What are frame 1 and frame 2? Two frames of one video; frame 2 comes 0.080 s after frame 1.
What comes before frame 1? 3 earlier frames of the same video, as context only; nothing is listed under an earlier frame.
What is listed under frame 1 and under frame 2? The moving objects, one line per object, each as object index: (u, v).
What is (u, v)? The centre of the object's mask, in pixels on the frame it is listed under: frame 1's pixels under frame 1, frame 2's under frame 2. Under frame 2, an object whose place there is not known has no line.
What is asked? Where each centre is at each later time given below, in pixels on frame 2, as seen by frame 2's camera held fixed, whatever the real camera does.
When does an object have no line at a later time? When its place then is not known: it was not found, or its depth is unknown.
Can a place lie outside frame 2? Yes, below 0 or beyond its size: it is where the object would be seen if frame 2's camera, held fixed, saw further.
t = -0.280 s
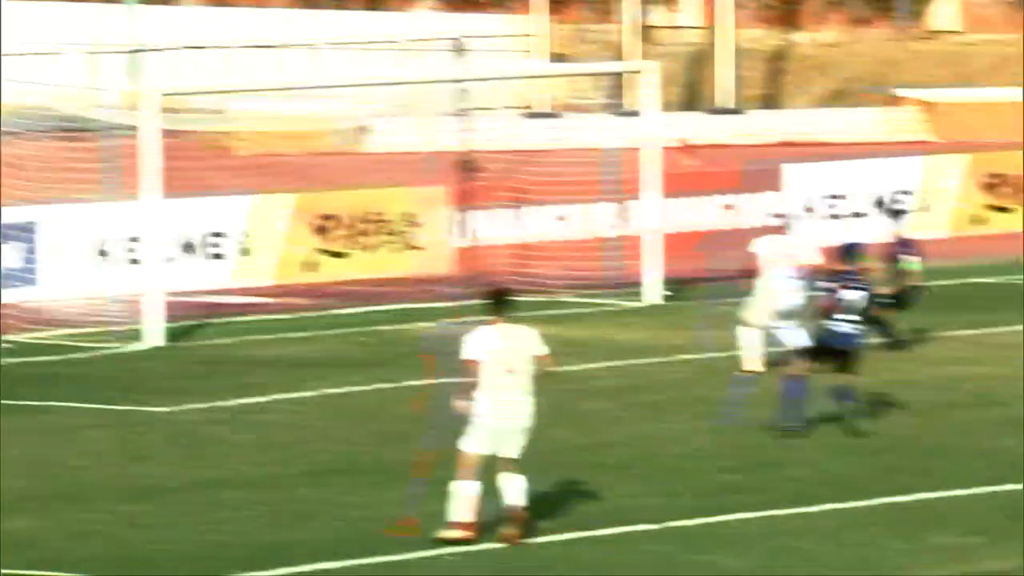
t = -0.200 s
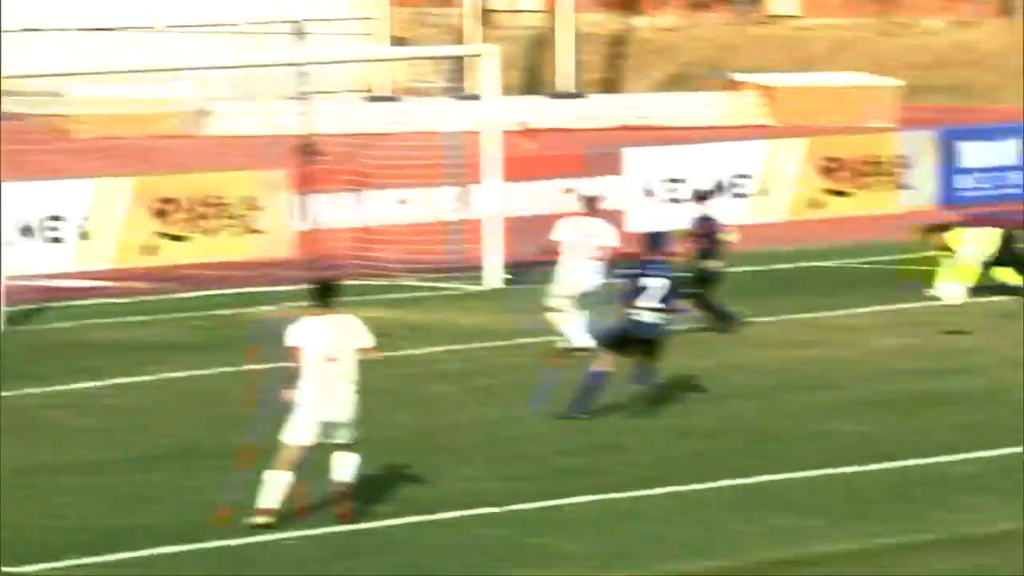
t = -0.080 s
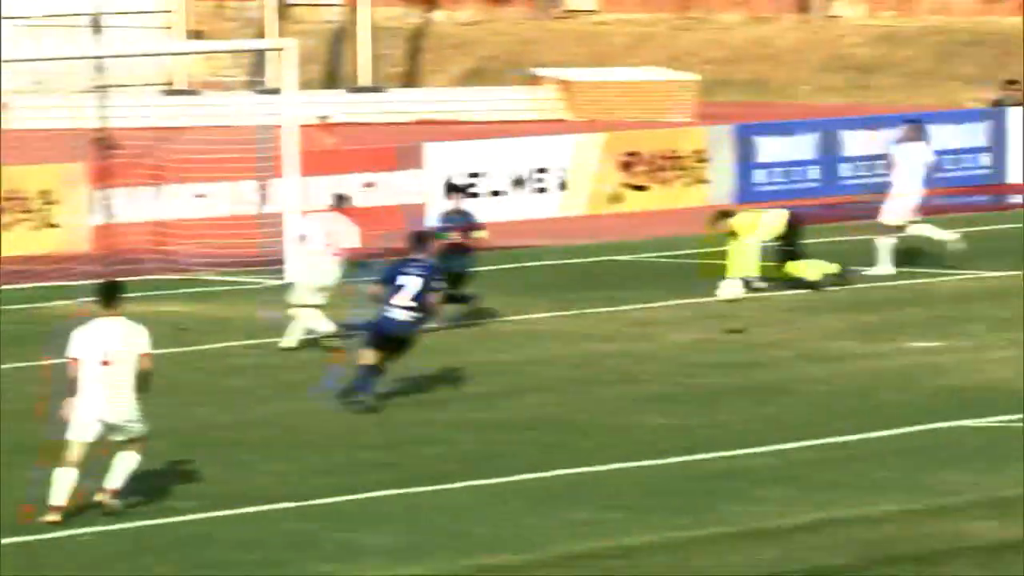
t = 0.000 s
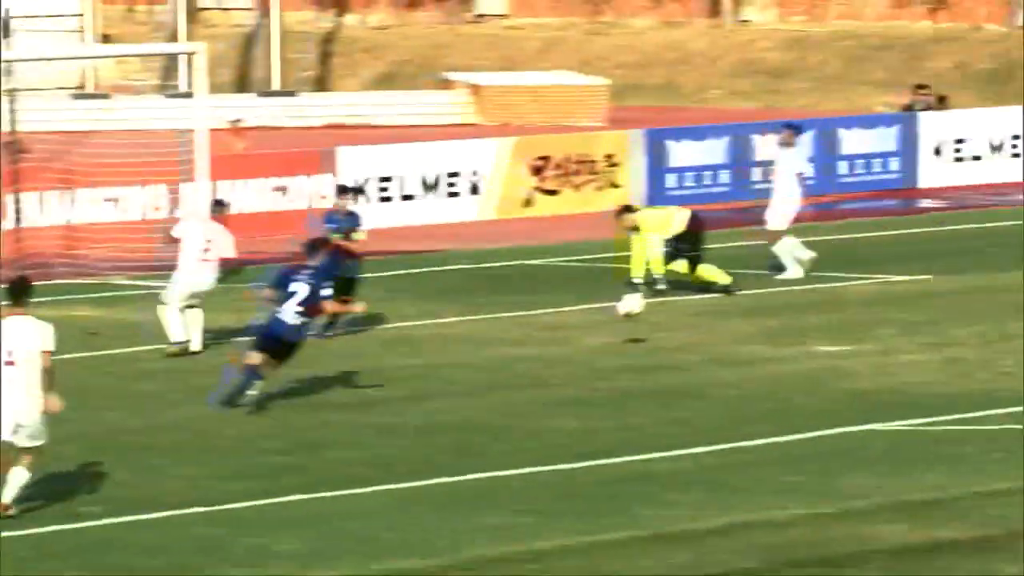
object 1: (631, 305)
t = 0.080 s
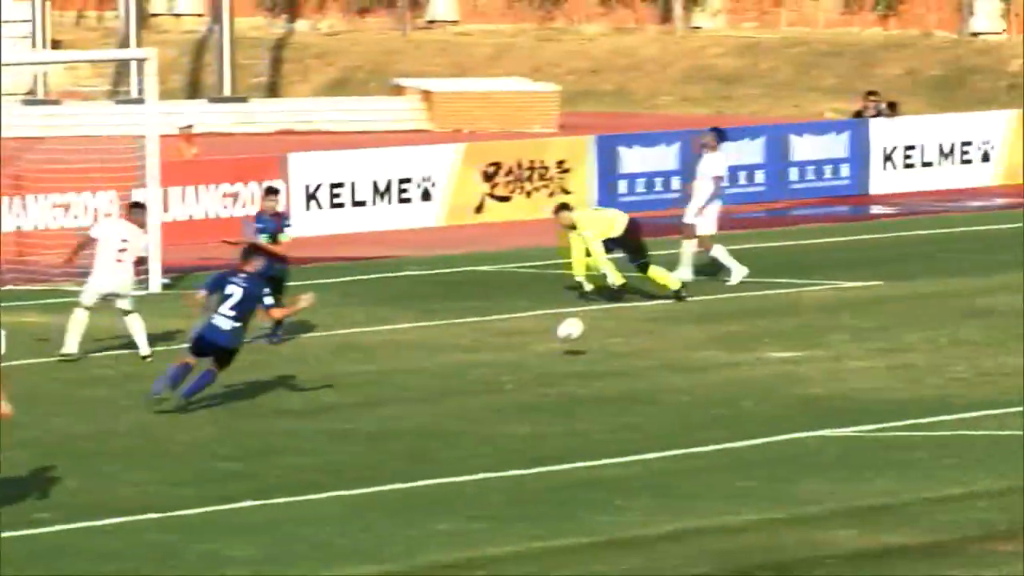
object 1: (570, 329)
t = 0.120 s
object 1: (563, 343)
